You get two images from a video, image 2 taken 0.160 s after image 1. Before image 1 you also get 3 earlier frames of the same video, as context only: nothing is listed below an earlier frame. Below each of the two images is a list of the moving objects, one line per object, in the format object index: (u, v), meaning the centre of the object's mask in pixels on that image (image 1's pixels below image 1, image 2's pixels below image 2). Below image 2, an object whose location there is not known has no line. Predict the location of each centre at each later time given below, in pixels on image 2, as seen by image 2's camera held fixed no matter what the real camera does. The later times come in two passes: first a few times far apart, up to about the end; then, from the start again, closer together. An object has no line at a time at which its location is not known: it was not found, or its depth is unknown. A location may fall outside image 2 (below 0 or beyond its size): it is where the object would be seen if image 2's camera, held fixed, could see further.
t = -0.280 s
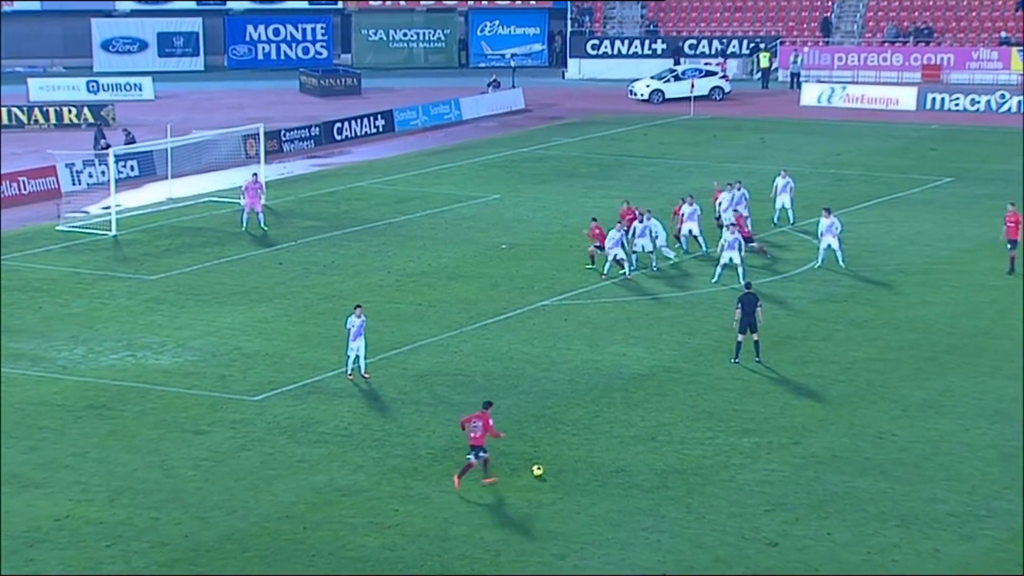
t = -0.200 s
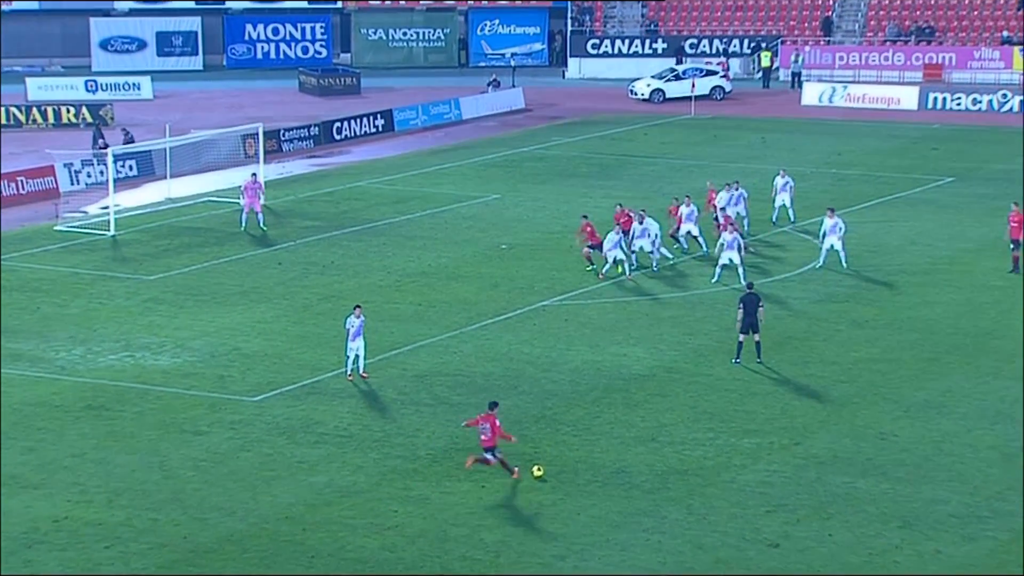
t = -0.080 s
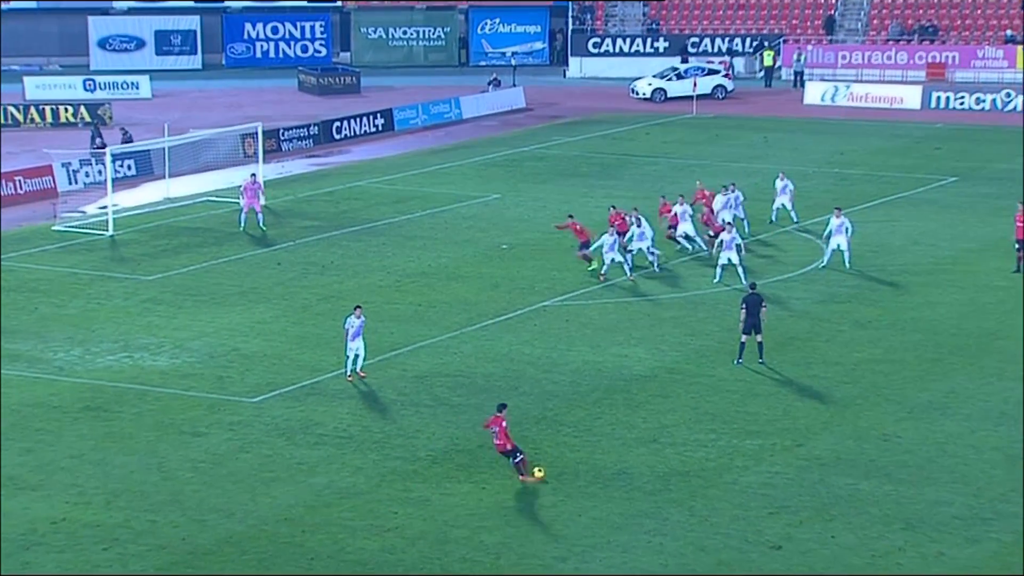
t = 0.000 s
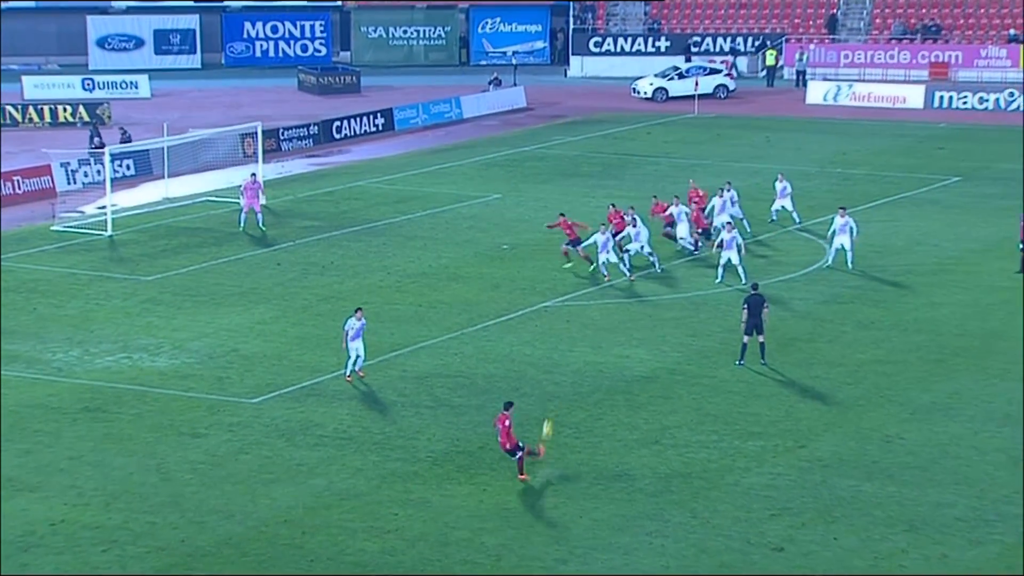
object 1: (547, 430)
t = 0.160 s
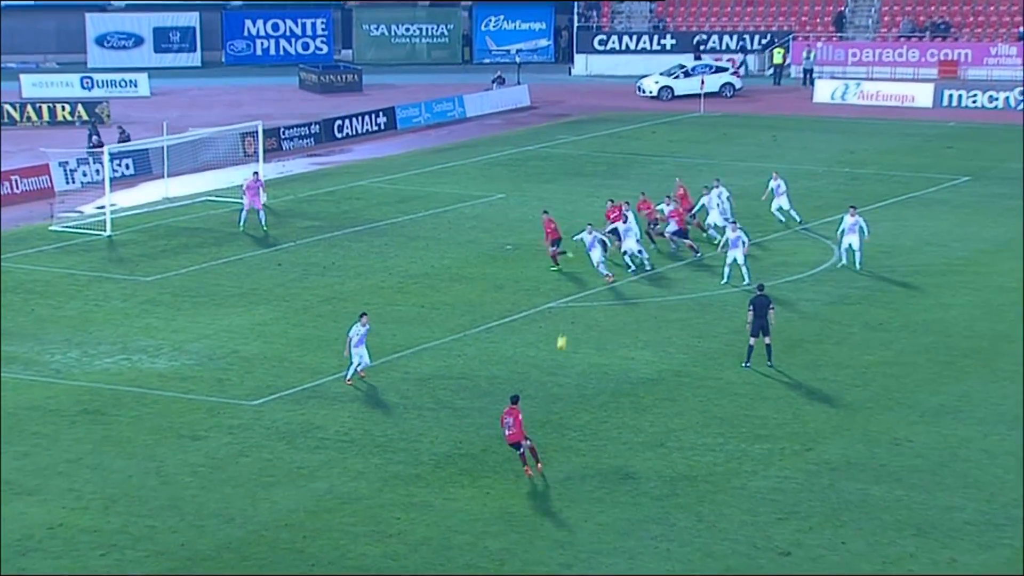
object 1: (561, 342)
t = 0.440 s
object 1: (559, 238)
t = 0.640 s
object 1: (546, 193)
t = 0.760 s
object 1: (536, 177)
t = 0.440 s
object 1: (559, 238)
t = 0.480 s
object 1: (557, 226)
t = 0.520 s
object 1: (554, 216)
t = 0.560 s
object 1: (552, 208)
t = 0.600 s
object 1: (549, 200)
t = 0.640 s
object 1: (546, 193)
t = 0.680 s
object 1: (543, 187)
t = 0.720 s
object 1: (540, 182)
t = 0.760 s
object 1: (536, 177)
